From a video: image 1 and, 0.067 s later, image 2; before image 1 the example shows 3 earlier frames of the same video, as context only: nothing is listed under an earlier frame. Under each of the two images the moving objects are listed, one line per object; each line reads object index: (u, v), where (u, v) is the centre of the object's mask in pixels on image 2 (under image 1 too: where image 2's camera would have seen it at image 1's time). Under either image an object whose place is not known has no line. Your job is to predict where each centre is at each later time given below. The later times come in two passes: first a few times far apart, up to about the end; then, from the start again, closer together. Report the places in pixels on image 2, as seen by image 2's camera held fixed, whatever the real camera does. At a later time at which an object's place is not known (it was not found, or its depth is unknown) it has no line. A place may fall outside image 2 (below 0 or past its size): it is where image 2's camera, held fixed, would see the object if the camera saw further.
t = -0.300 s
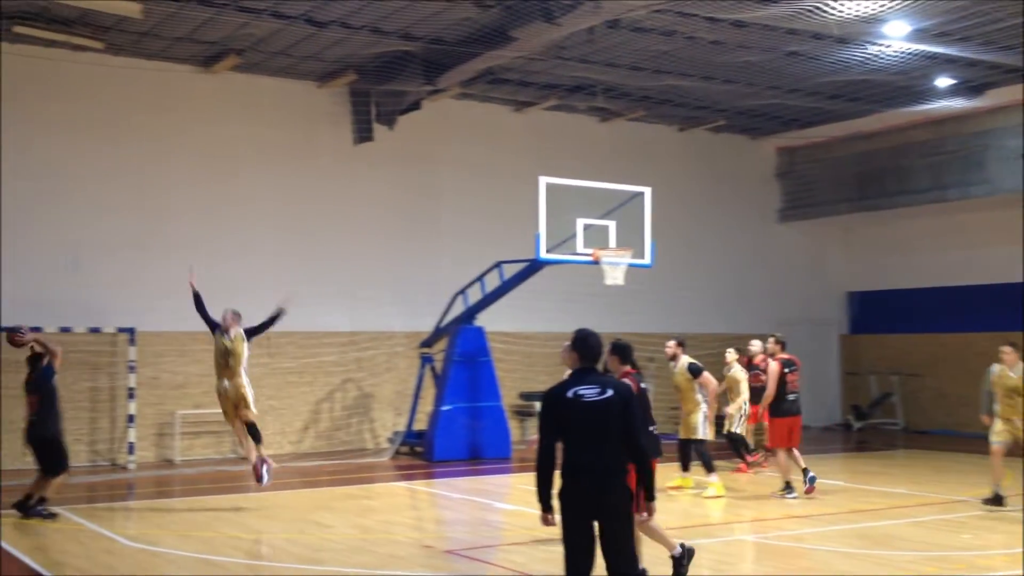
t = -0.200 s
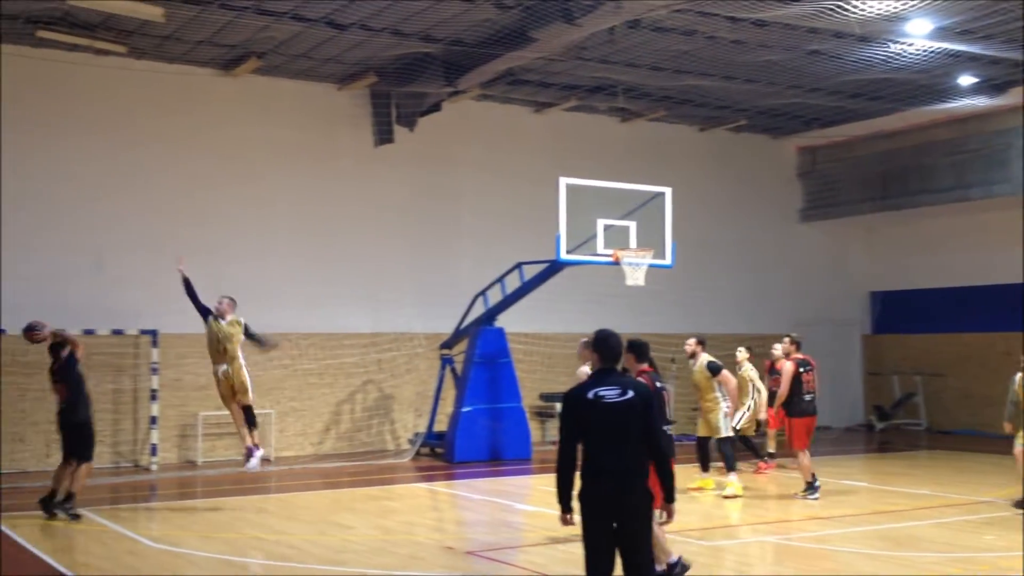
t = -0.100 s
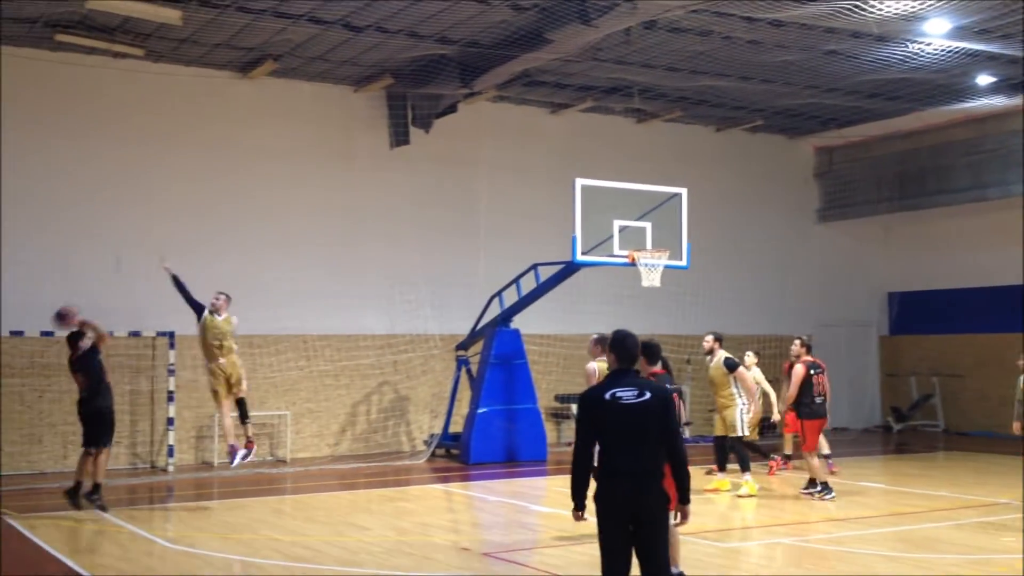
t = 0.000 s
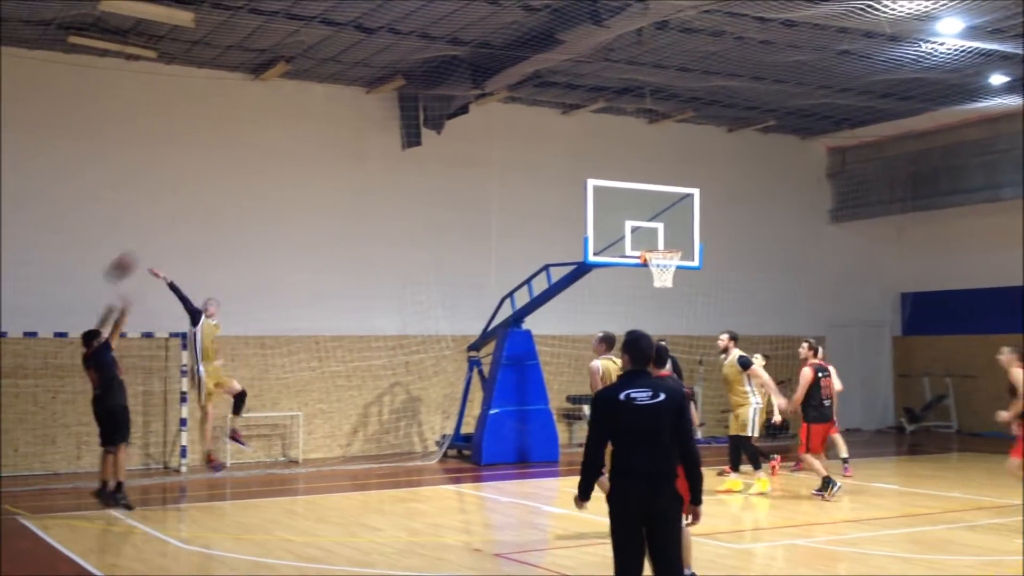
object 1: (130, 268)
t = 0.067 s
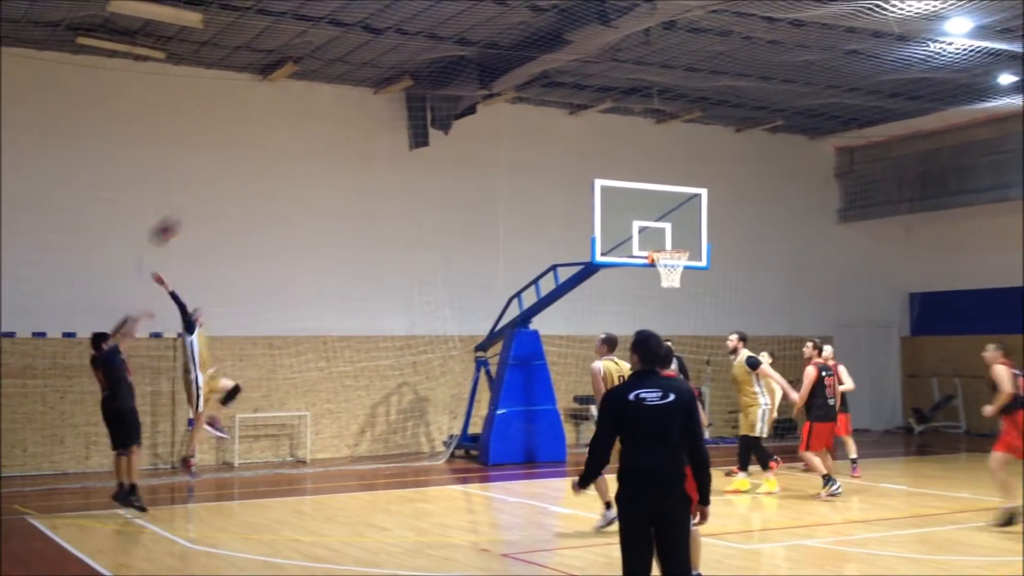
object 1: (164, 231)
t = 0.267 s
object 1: (265, 147)
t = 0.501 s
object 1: (374, 99)
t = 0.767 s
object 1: (481, 100)
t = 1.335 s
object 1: (680, 268)
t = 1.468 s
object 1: (685, 267)
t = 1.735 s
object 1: (694, 304)
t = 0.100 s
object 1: (182, 214)
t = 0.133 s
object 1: (199, 198)
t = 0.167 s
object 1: (214, 184)
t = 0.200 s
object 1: (231, 171)
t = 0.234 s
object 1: (248, 157)
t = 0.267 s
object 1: (265, 147)
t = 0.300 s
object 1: (282, 137)
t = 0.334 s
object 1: (295, 129)
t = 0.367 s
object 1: (312, 121)
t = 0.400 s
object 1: (328, 114)
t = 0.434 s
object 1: (342, 108)
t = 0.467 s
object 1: (358, 103)
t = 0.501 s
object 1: (374, 99)
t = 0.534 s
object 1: (386, 96)
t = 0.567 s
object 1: (402, 94)
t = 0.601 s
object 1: (416, 92)
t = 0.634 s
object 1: (429, 93)
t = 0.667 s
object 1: (443, 94)
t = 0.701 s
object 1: (457, 96)
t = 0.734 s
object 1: (470, 97)
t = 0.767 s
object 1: (481, 100)
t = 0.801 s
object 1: (495, 105)
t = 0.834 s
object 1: (508, 111)
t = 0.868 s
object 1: (522, 115)
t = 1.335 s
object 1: (680, 268)
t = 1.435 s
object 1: (684, 268)
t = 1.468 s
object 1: (685, 267)
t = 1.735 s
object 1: (694, 304)
